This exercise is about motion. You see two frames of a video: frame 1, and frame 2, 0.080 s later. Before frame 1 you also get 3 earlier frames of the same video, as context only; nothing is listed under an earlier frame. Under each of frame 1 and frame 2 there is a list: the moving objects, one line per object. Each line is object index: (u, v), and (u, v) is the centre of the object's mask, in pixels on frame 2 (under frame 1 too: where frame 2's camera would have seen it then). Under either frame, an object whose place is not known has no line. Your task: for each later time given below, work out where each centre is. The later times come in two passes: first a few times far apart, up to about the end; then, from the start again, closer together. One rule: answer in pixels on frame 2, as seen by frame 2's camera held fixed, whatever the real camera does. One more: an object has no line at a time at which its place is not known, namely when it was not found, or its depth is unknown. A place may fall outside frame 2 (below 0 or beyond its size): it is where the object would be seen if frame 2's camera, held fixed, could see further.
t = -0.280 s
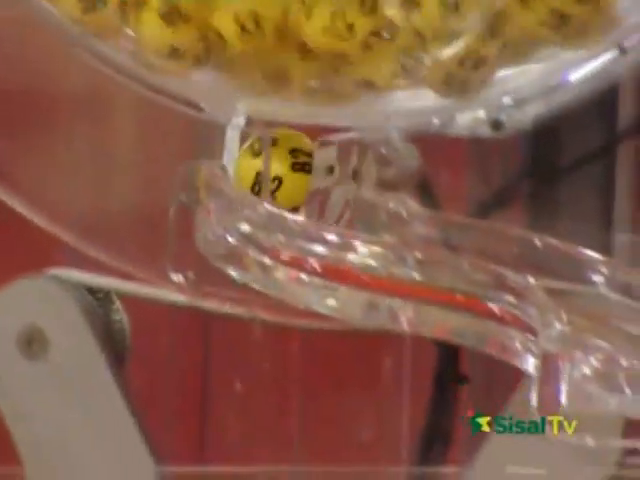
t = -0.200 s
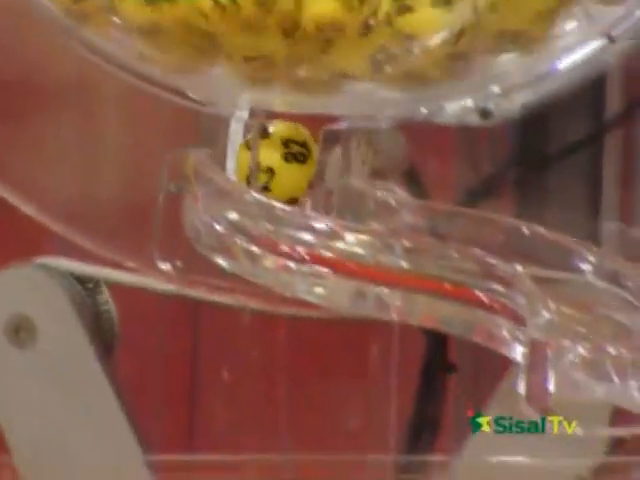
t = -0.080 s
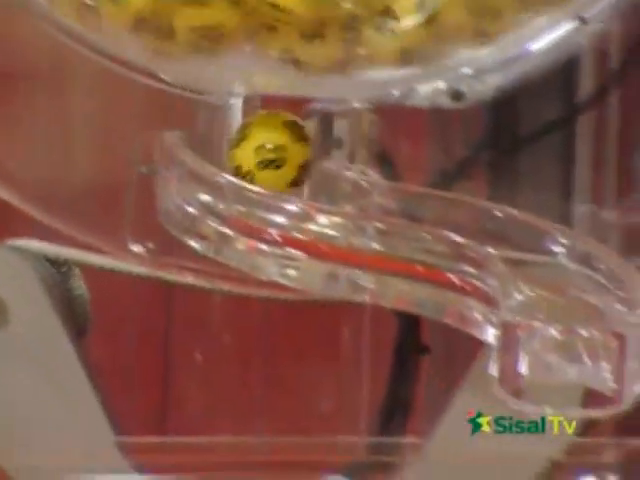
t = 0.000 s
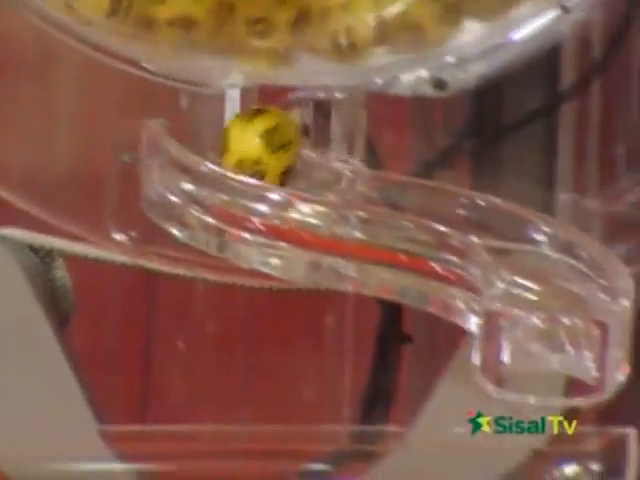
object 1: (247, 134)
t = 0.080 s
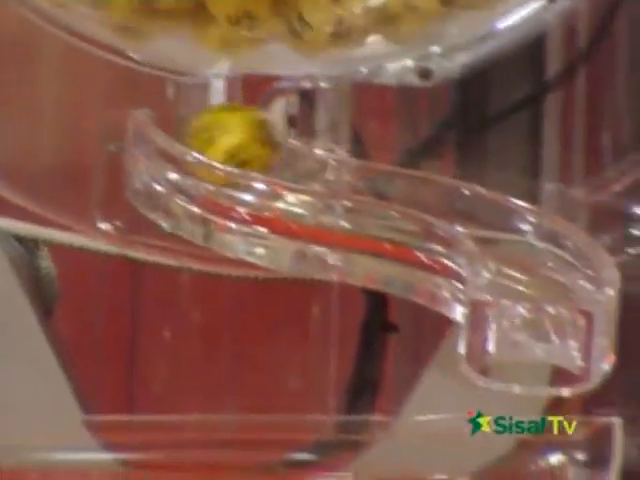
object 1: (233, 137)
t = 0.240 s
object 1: (241, 164)
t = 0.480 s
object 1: (390, 204)
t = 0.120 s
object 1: (225, 139)
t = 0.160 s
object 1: (215, 151)
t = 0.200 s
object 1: (222, 156)
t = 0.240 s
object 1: (241, 164)
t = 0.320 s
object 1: (270, 177)
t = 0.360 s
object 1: (294, 184)
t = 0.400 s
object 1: (321, 193)
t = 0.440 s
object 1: (354, 196)
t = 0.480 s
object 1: (390, 204)
